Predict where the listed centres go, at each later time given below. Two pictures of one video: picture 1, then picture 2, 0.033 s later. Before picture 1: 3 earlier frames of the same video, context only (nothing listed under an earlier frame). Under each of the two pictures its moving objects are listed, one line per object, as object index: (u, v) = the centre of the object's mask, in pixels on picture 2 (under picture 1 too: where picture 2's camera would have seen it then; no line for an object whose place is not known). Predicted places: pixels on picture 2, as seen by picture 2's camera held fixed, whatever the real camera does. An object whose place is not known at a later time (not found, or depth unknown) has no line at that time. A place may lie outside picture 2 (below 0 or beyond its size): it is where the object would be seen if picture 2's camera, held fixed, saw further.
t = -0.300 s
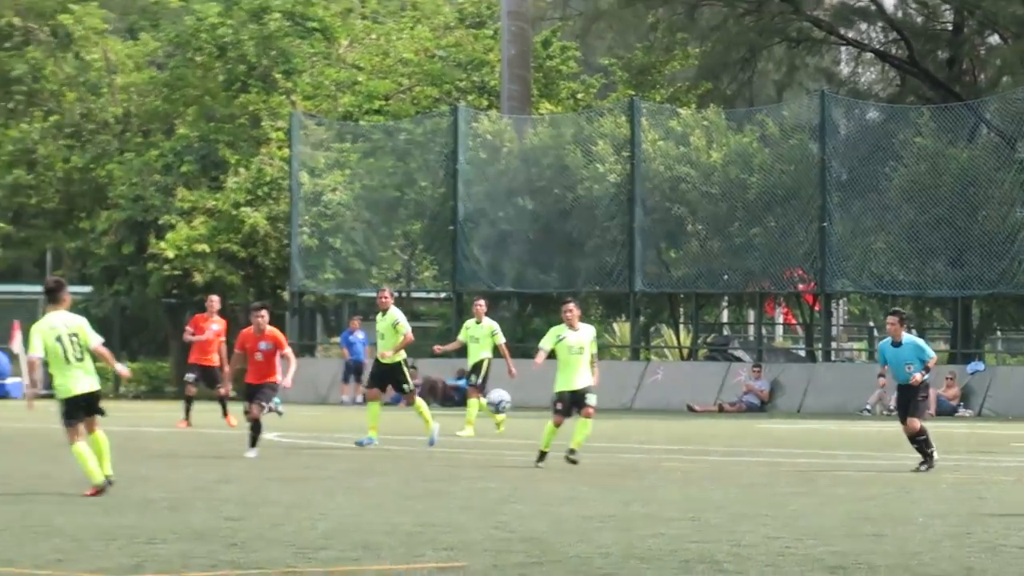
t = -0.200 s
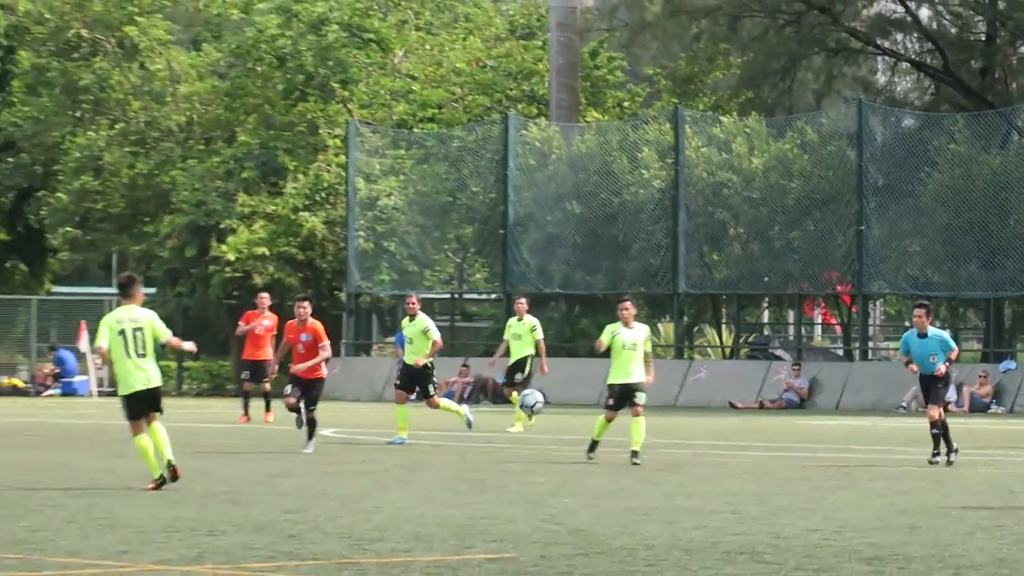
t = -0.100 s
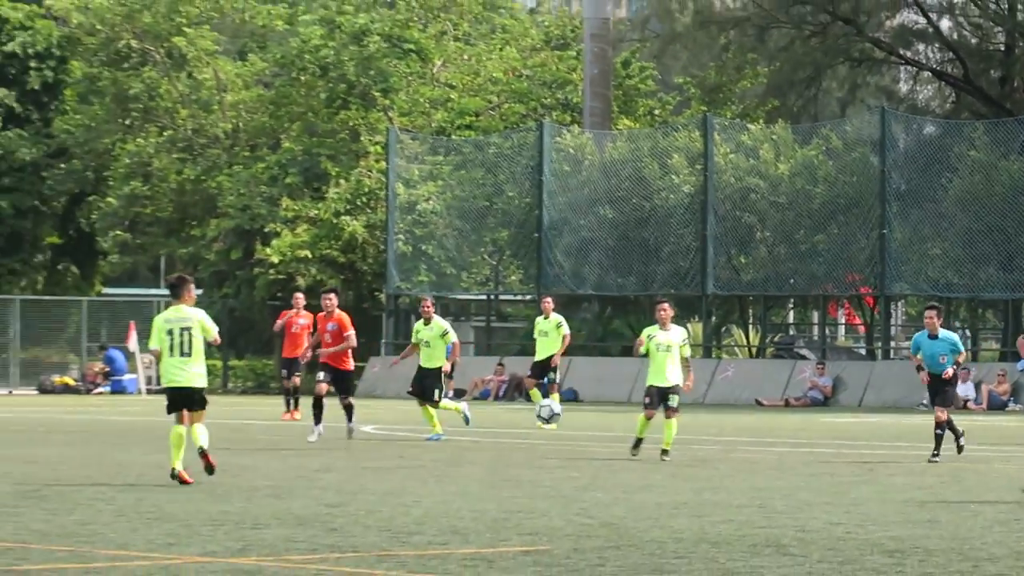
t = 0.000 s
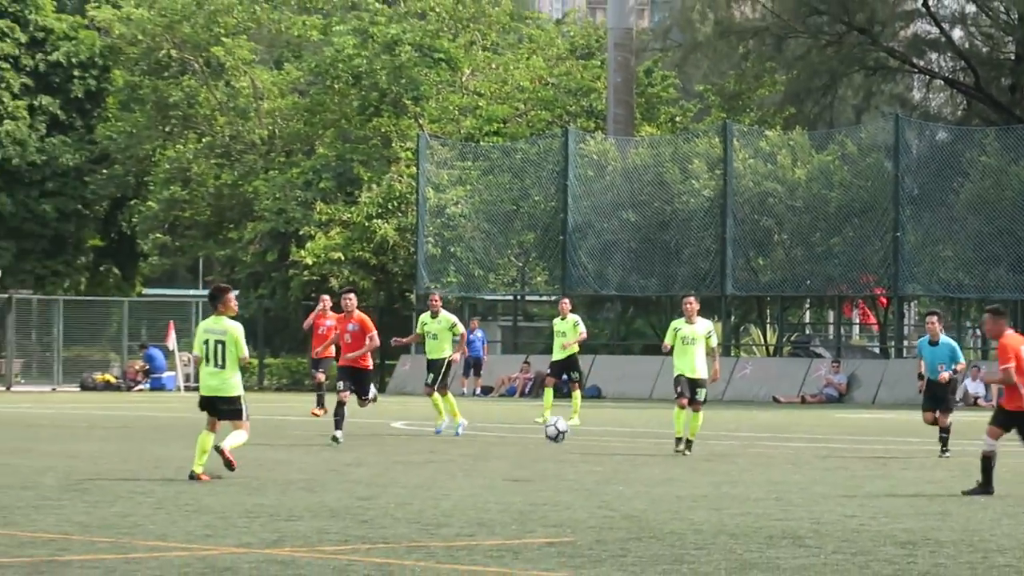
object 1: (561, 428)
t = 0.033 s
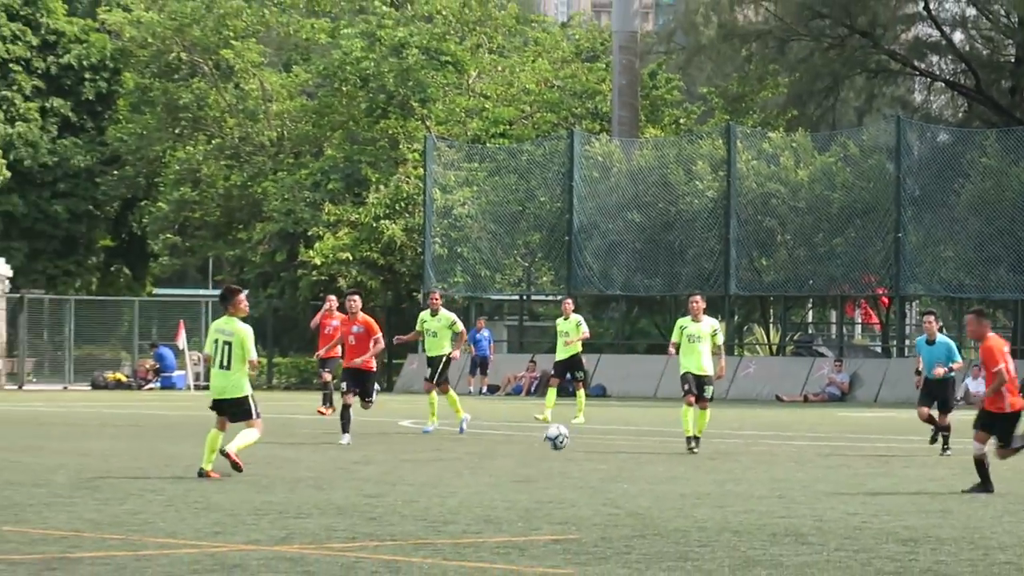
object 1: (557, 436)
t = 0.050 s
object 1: (553, 442)
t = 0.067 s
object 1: (552, 447)
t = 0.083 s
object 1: (549, 453)
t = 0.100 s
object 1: (545, 459)
